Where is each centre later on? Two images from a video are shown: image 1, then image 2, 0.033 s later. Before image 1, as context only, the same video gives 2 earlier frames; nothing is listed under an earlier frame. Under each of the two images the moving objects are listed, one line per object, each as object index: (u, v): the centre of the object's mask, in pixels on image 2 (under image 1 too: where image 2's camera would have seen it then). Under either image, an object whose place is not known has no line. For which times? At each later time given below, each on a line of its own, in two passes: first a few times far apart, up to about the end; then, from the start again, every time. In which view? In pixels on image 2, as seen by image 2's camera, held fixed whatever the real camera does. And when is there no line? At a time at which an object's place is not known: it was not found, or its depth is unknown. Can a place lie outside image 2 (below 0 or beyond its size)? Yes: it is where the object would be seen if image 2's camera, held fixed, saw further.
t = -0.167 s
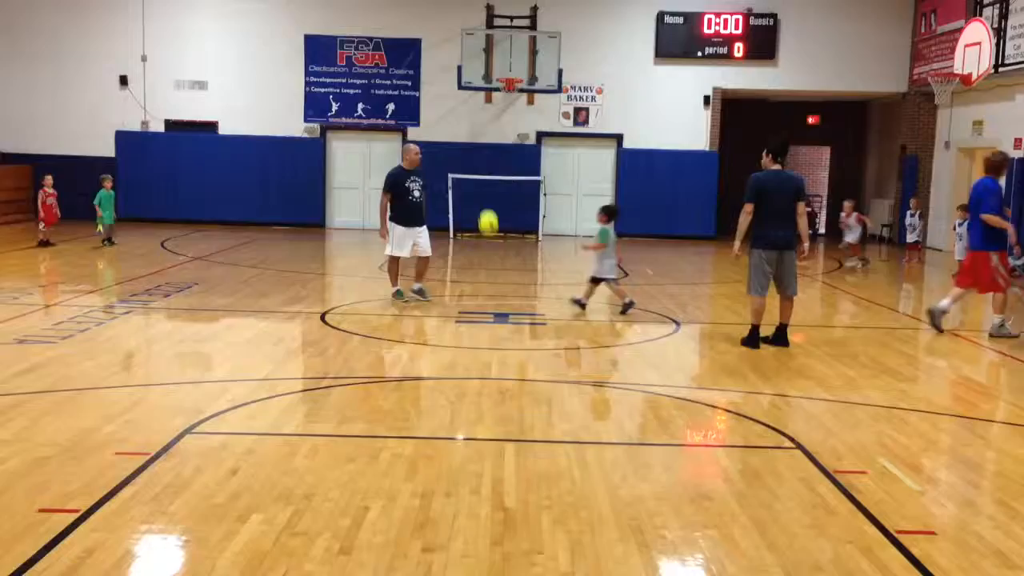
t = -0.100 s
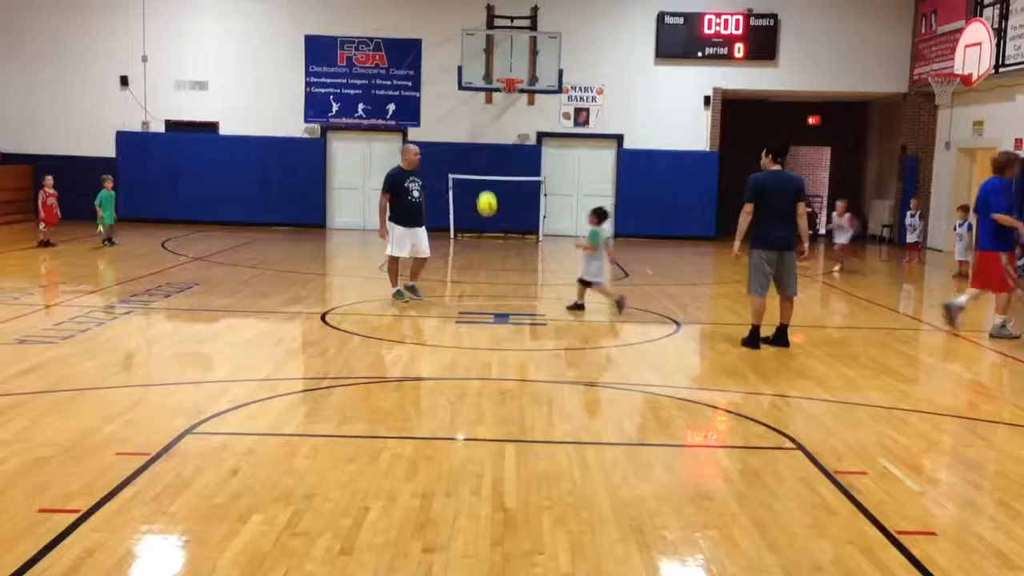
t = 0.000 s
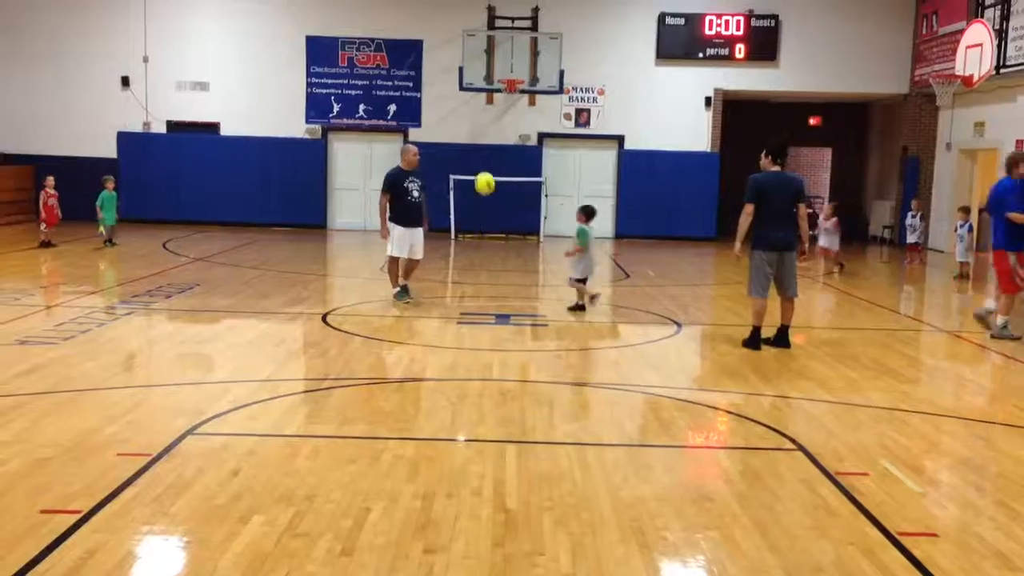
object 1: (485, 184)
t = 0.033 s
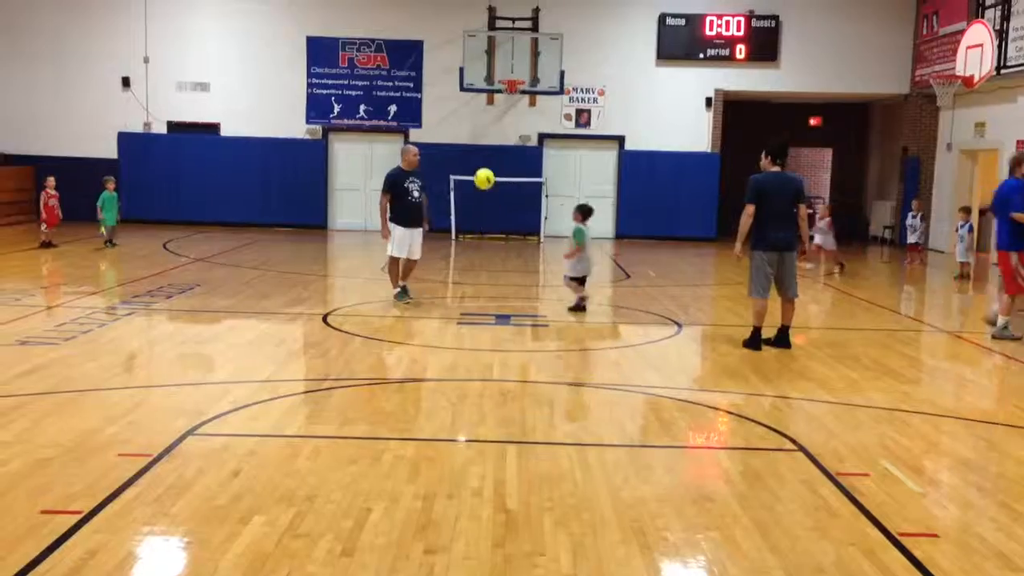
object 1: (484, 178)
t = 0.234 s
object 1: (477, 172)
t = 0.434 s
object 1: (469, 208)
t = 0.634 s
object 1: (462, 284)
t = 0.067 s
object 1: (483, 175)
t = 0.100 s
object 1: (482, 172)
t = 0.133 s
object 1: (480, 171)
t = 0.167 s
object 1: (480, 170)
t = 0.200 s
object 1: (478, 171)
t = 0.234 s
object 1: (477, 172)
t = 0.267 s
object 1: (476, 176)
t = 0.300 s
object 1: (474, 180)
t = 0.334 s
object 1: (473, 186)
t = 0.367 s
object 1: (472, 192)
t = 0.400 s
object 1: (471, 199)
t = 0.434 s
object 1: (469, 208)
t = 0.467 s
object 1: (468, 218)
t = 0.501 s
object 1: (467, 229)
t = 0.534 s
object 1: (465, 240)
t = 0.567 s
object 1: (464, 253)
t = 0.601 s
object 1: (463, 267)
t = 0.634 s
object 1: (462, 284)
